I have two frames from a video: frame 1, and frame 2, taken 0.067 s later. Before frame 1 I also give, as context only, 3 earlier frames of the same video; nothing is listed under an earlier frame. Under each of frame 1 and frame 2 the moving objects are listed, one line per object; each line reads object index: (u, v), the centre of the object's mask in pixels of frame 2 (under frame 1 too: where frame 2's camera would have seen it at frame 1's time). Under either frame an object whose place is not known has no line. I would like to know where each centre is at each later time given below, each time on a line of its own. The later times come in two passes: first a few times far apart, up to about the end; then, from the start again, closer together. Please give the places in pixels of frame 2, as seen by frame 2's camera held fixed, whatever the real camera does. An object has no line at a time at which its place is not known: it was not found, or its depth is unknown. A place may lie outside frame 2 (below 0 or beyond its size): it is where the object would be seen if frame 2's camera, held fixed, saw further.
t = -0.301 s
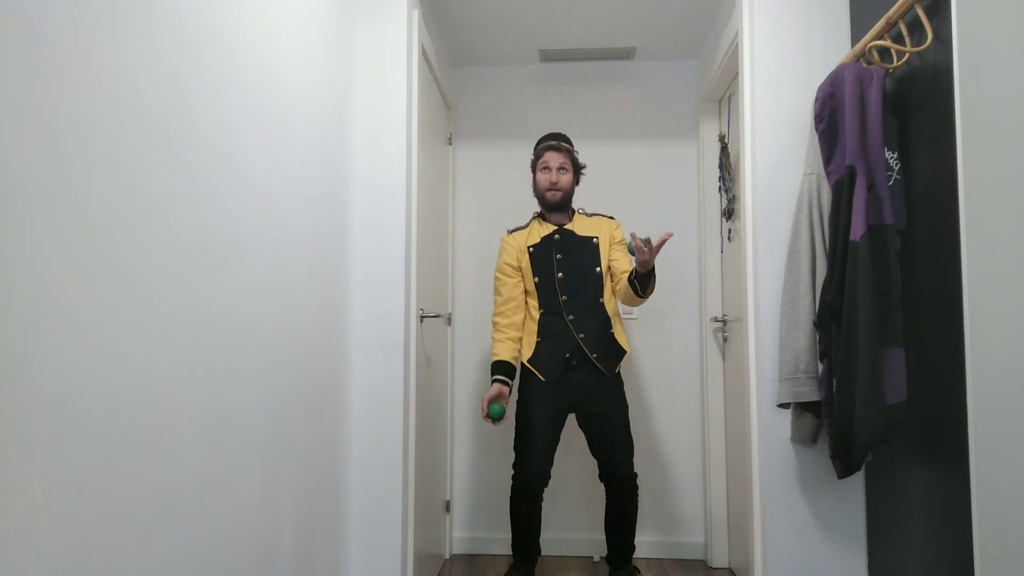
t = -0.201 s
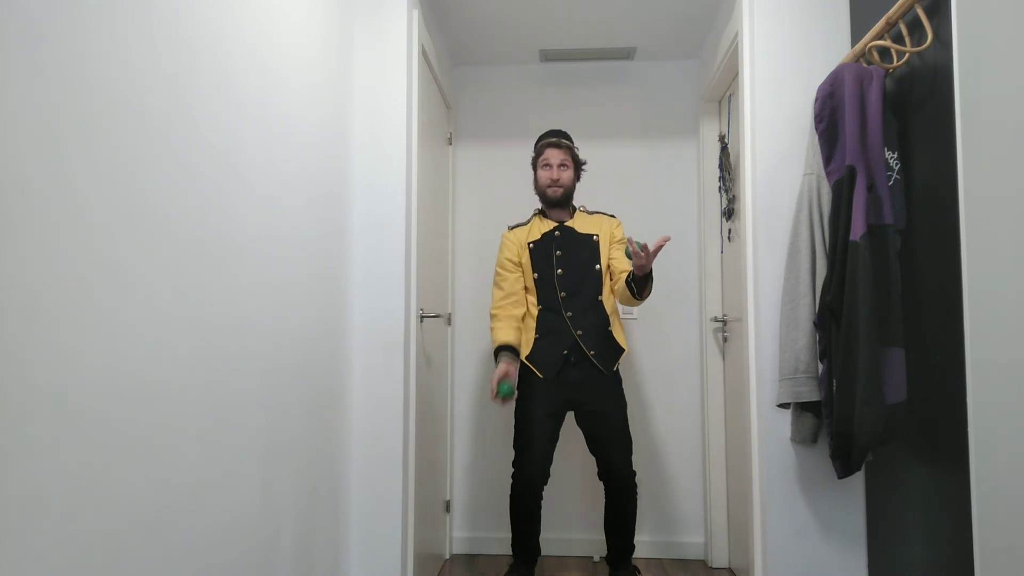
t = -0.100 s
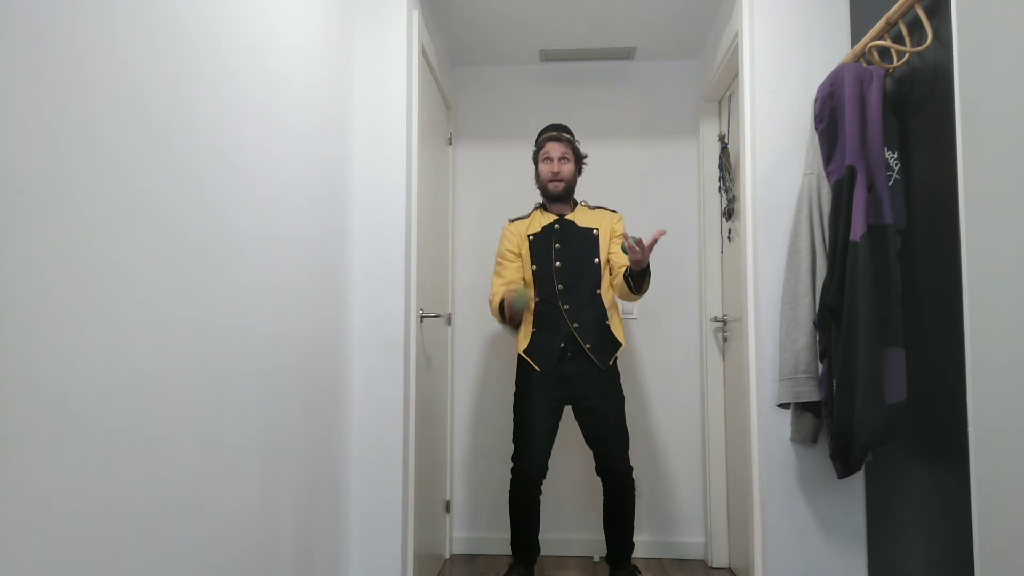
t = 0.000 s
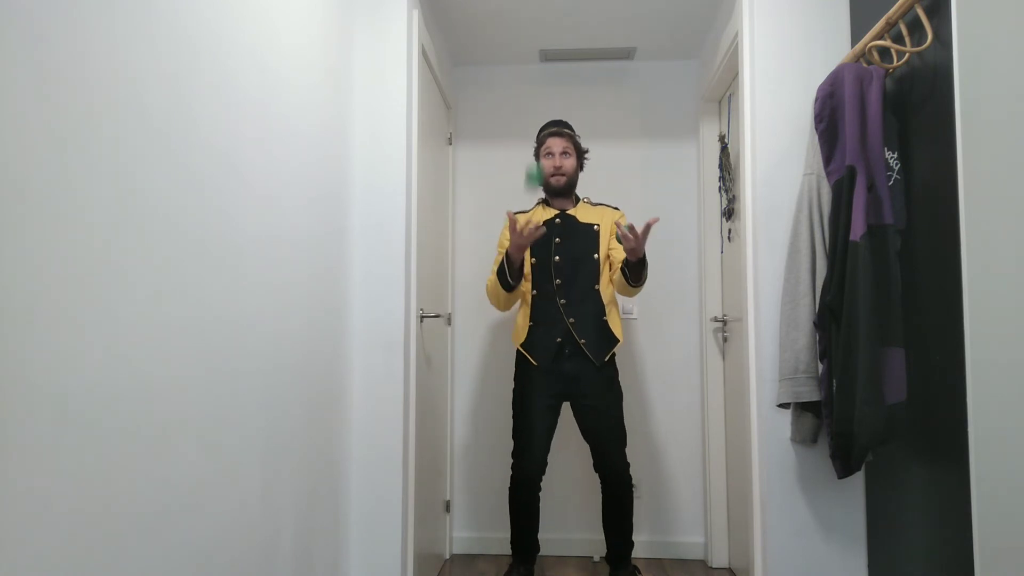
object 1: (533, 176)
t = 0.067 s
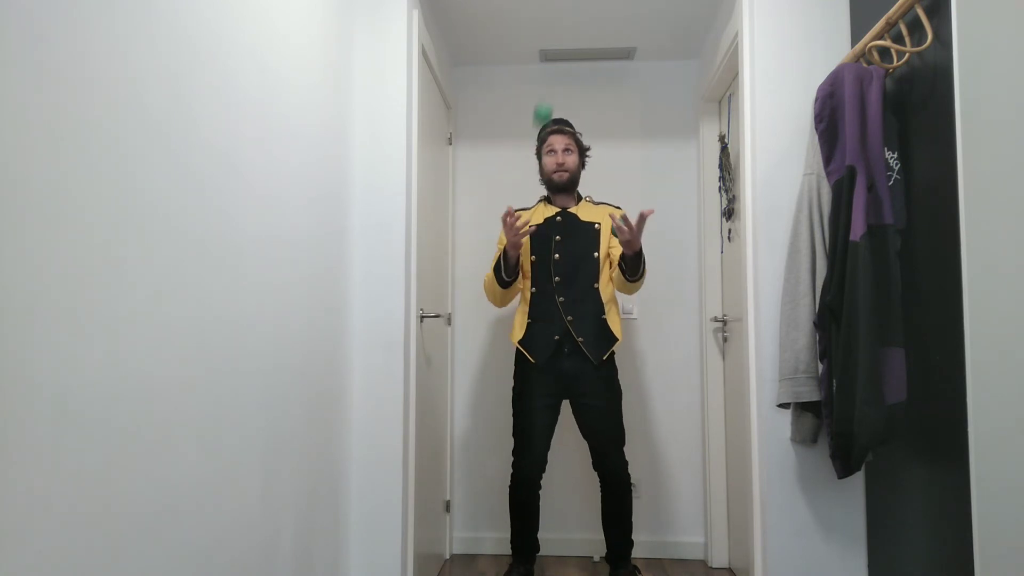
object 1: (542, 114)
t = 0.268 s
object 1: (568, 11)
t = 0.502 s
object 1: (597, 40)
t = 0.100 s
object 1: (547, 89)
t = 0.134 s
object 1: (551, 66)
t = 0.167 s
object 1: (555, 48)
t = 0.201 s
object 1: (559, 33)
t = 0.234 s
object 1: (564, 20)
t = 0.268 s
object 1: (568, 11)
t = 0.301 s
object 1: (572, 7)
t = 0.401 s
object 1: (584, 9)
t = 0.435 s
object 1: (589, 16)
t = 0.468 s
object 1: (593, 26)
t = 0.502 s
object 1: (597, 40)
